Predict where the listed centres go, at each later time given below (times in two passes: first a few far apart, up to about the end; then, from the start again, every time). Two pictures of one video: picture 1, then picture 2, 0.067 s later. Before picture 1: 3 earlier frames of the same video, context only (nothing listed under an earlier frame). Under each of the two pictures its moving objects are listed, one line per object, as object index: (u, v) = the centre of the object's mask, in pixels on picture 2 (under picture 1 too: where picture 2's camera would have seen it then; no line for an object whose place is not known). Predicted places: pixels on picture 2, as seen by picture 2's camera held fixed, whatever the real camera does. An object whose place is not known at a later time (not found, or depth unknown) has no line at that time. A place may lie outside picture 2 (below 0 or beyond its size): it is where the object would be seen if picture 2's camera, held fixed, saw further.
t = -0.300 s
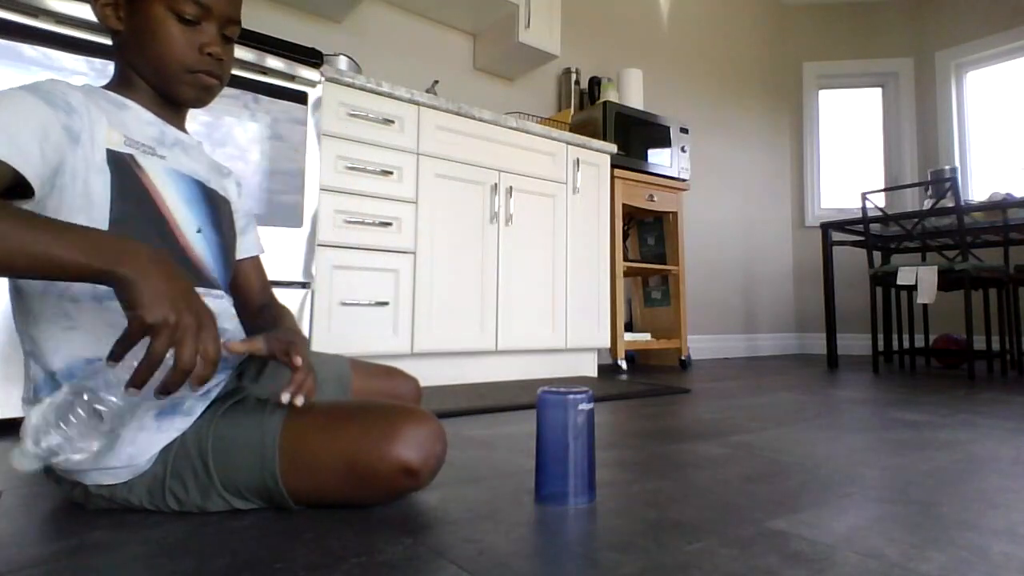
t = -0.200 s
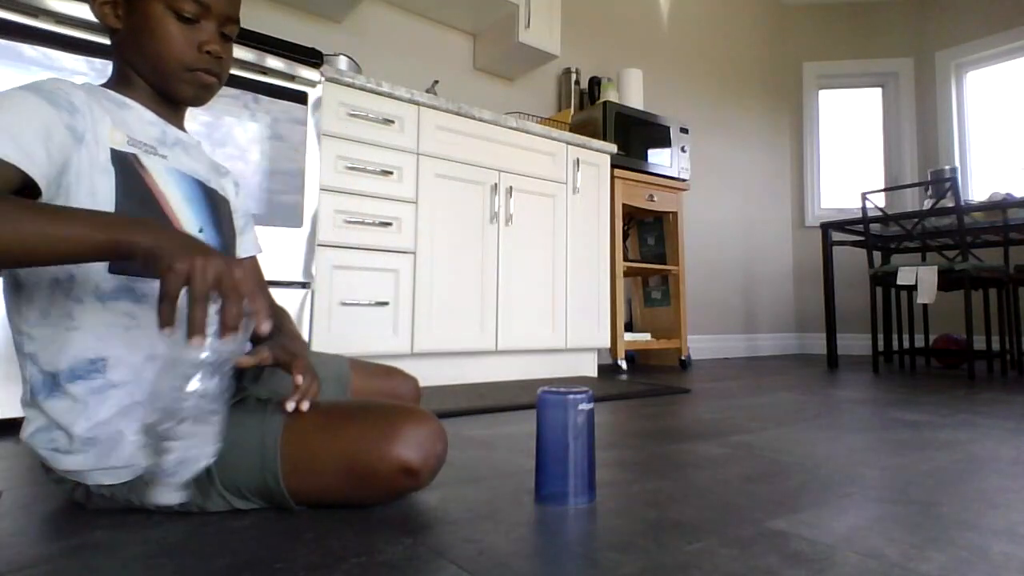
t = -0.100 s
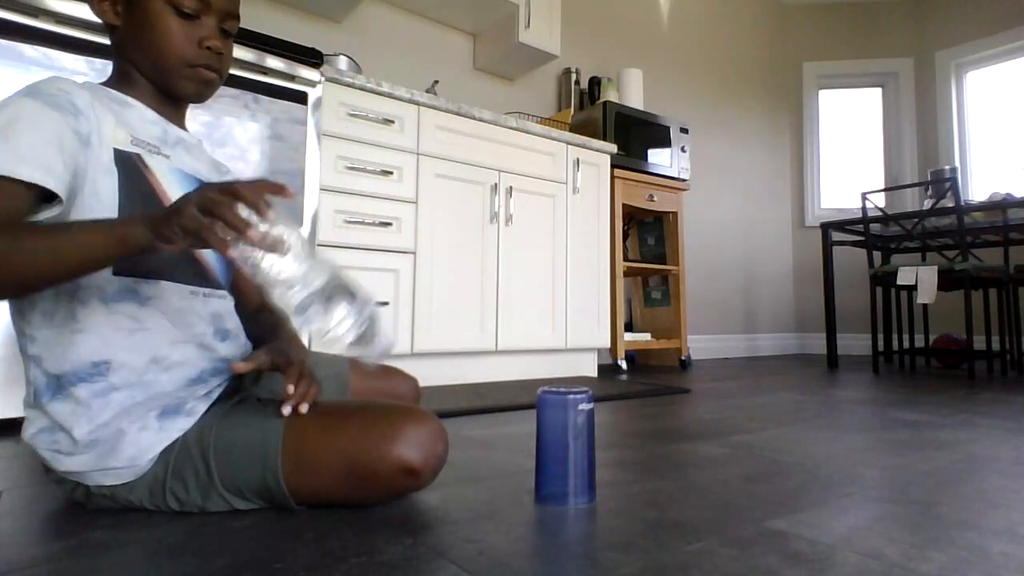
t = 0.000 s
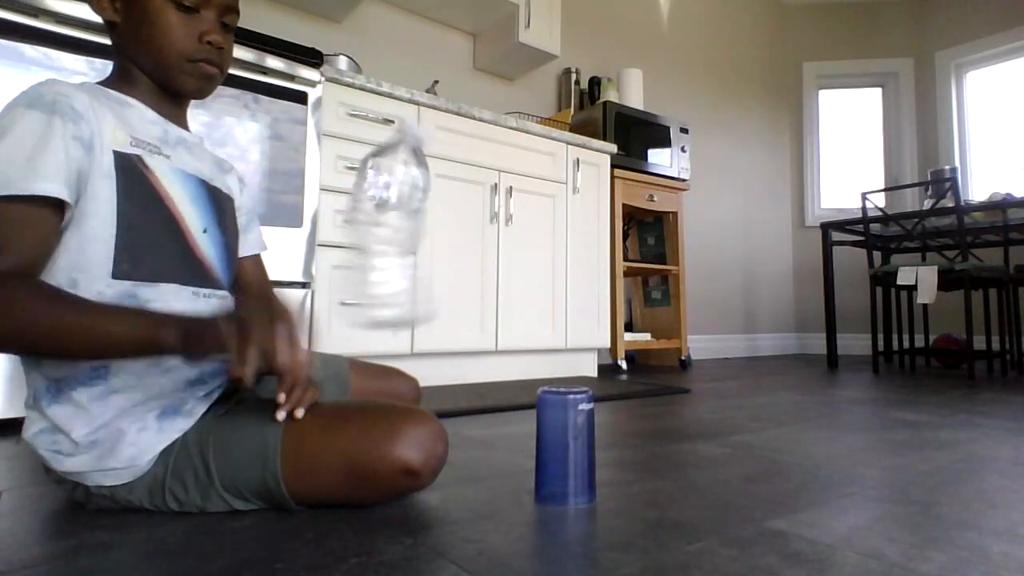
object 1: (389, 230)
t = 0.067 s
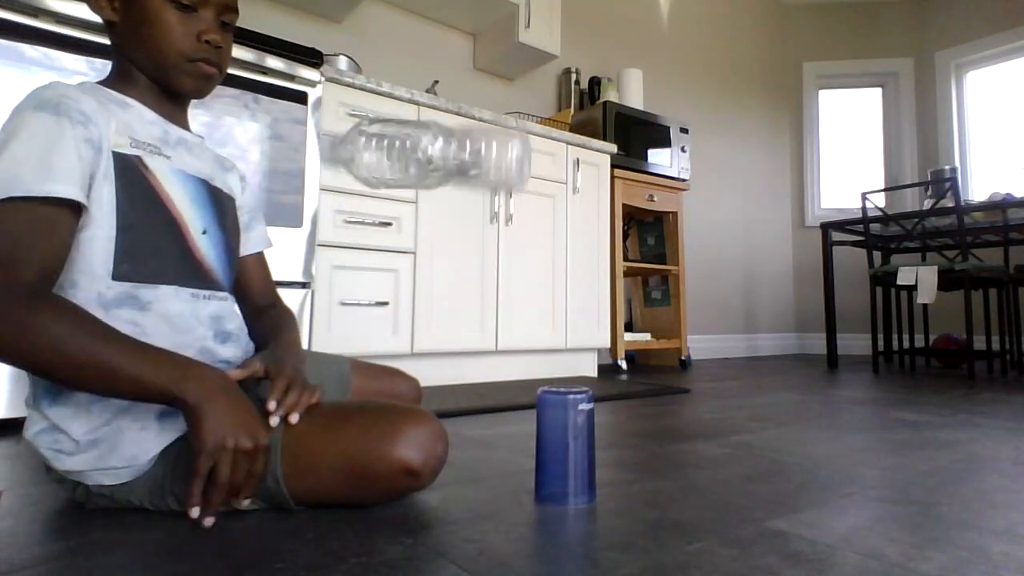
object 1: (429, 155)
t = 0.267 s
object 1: (462, 351)
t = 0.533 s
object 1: (490, 443)
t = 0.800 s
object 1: (517, 462)
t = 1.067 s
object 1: (535, 505)
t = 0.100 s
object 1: (429, 147)
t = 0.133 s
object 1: (433, 160)
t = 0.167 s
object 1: (440, 185)
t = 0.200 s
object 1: (448, 224)
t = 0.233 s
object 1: (454, 279)
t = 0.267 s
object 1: (462, 351)
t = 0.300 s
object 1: (470, 432)
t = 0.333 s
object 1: (475, 445)
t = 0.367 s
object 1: (481, 444)
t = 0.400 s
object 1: (483, 444)
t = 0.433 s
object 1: (484, 444)
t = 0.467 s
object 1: (486, 443)
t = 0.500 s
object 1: (488, 443)
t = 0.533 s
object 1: (490, 443)
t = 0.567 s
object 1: (492, 443)
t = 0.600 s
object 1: (494, 443)
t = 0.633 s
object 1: (496, 443)
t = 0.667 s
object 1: (499, 443)
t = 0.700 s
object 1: (501, 444)
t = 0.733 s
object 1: (505, 445)
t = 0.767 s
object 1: (510, 451)
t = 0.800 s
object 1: (517, 462)
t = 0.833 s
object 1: (523, 486)
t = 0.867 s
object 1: (526, 492)
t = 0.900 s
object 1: (529, 502)
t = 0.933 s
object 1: (528, 502)
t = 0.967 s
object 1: (528, 503)
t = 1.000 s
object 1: (529, 504)
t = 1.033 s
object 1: (531, 505)
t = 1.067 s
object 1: (535, 505)
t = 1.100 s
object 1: (537, 506)
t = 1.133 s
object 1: (538, 506)
